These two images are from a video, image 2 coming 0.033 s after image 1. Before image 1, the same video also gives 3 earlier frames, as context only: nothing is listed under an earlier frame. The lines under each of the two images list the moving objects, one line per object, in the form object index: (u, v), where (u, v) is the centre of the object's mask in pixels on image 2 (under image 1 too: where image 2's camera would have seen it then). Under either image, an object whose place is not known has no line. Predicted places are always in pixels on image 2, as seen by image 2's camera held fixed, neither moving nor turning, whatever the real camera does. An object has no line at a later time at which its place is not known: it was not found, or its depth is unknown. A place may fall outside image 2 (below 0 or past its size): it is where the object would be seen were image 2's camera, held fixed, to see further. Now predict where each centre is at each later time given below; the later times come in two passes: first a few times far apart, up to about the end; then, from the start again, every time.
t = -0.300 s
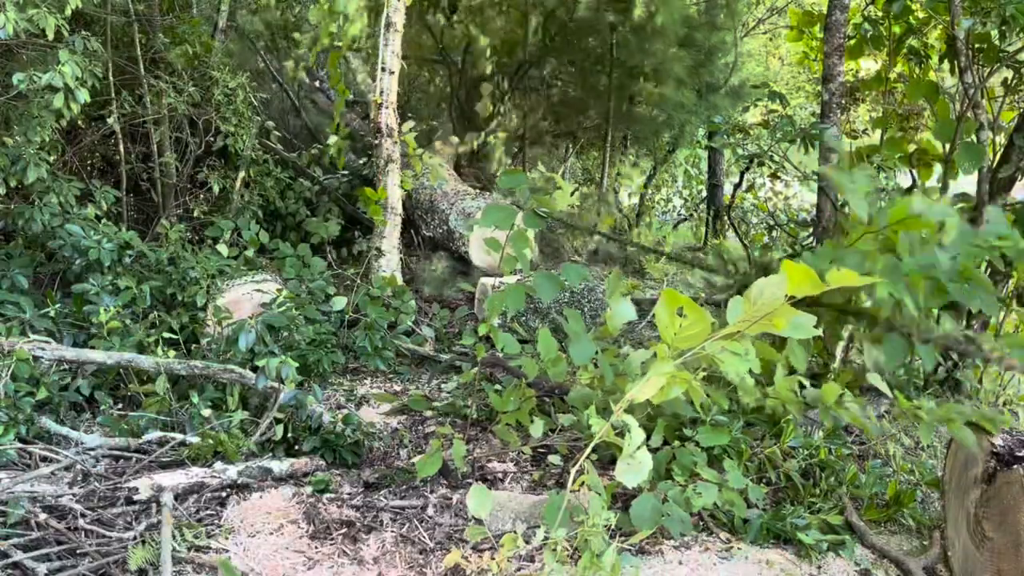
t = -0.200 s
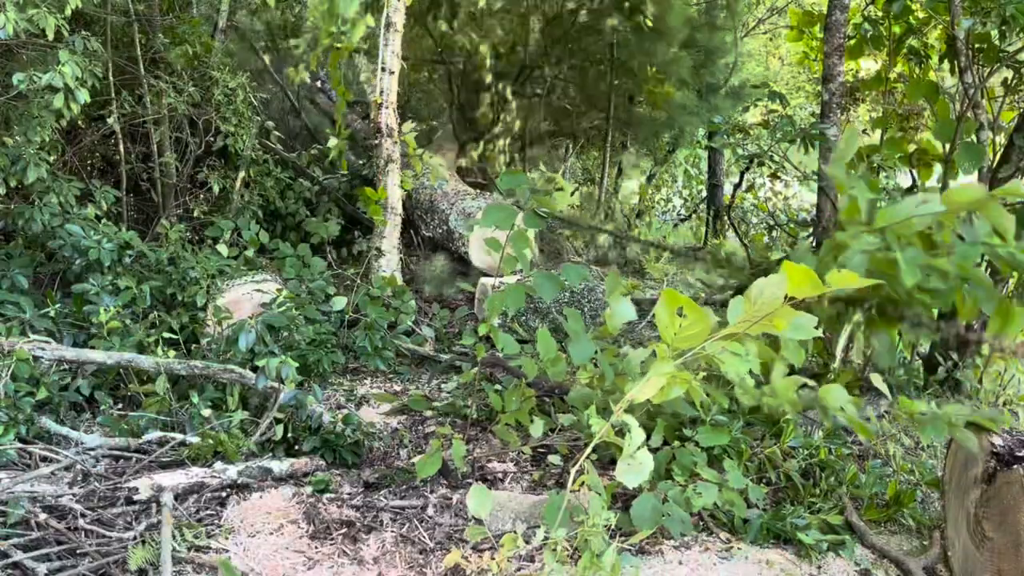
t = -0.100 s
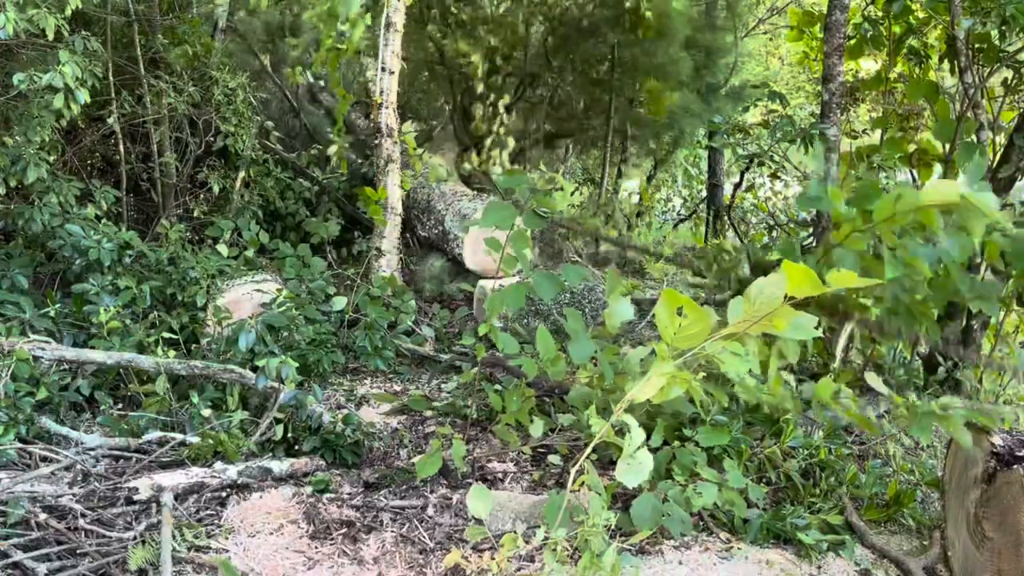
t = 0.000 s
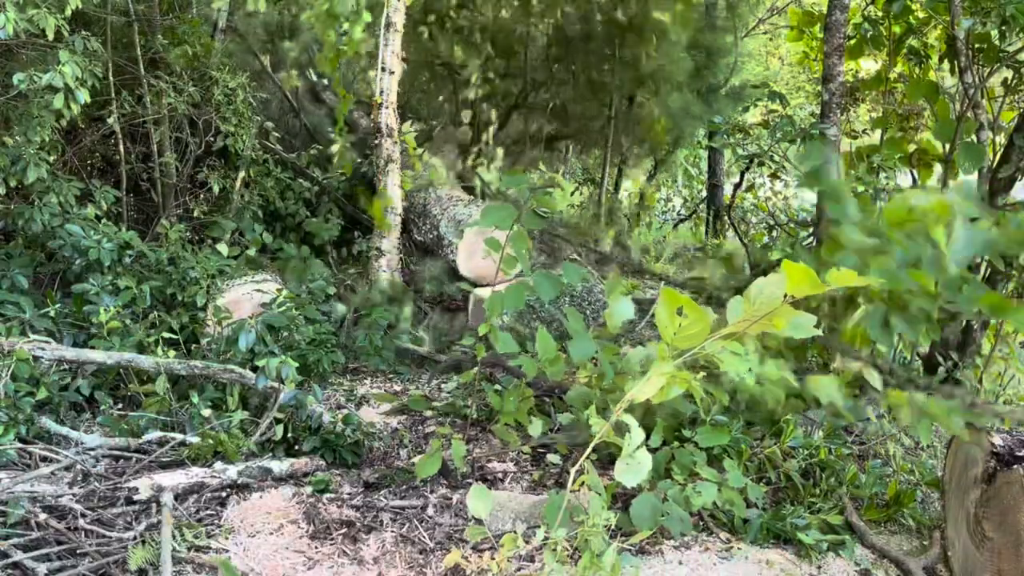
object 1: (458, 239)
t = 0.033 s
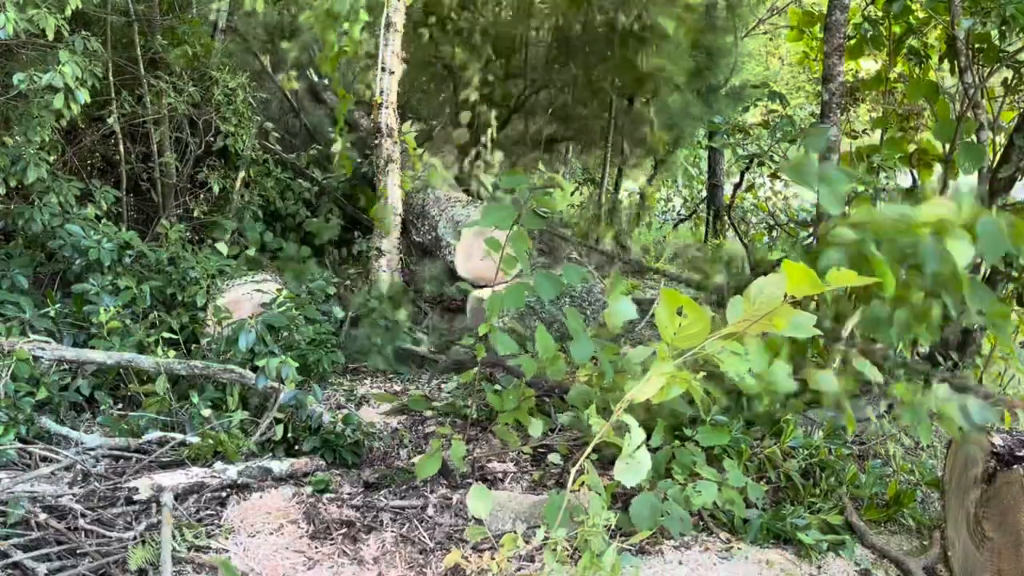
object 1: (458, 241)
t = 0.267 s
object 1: (454, 249)
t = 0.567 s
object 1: (445, 272)
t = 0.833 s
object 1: (446, 273)
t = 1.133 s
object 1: (450, 281)
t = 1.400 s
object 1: (450, 290)
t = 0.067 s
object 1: (457, 241)
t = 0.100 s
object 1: (457, 243)
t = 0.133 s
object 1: (454, 243)
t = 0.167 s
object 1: (456, 245)
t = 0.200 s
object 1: (456, 246)
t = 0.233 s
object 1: (456, 247)
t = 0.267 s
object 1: (454, 249)
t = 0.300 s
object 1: (453, 251)
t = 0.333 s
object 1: (454, 254)
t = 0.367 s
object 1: (450, 258)
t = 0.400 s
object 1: (450, 260)
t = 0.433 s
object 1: (446, 262)
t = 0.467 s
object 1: (447, 270)
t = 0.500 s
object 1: (443, 259)
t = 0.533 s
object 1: (444, 272)
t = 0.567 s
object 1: (445, 272)
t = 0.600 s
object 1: (445, 271)
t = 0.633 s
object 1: (446, 273)
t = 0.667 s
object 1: (446, 273)
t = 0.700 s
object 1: (445, 268)
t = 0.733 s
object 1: (445, 273)
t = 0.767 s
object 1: (445, 270)
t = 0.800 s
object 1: (446, 273)
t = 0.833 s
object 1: (446, 273)
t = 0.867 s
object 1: (446, 271)
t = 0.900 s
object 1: (447, 274)
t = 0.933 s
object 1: (448, 275)
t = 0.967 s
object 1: (447, 273)
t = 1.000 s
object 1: (449, 277)
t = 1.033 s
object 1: (449, 275)
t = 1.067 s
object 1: (450, 279)
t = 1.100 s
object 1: (451, 281)
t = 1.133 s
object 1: (450, 281)
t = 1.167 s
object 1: (451, 282)
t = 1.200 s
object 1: (450, 286)
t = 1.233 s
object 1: (451, 286)
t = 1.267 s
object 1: (453, 288)
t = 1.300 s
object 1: (450, 288)
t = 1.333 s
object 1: (450, 289)
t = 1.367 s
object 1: (447, 286)
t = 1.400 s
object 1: (450, 290)
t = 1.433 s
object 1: (449, 291)
